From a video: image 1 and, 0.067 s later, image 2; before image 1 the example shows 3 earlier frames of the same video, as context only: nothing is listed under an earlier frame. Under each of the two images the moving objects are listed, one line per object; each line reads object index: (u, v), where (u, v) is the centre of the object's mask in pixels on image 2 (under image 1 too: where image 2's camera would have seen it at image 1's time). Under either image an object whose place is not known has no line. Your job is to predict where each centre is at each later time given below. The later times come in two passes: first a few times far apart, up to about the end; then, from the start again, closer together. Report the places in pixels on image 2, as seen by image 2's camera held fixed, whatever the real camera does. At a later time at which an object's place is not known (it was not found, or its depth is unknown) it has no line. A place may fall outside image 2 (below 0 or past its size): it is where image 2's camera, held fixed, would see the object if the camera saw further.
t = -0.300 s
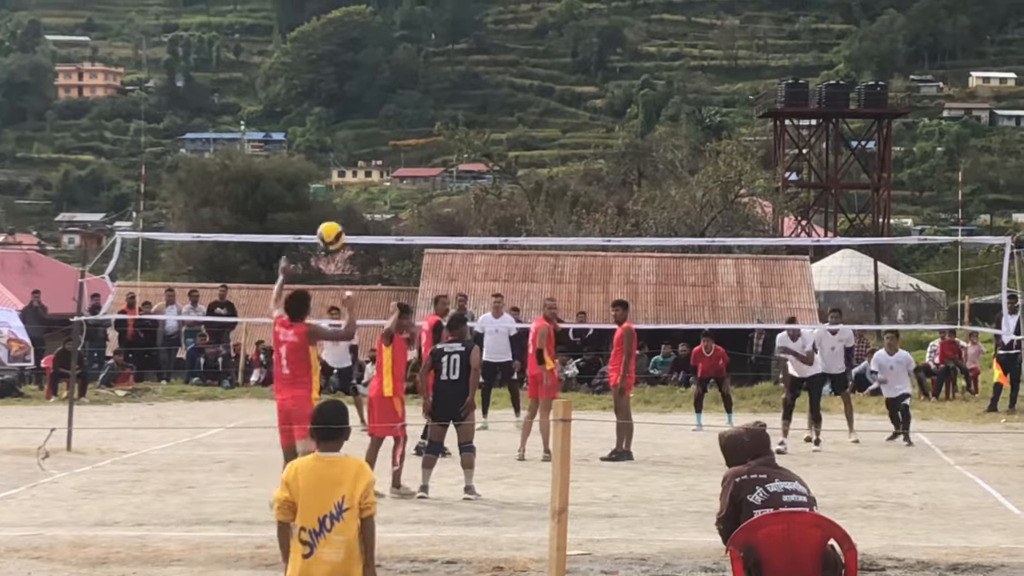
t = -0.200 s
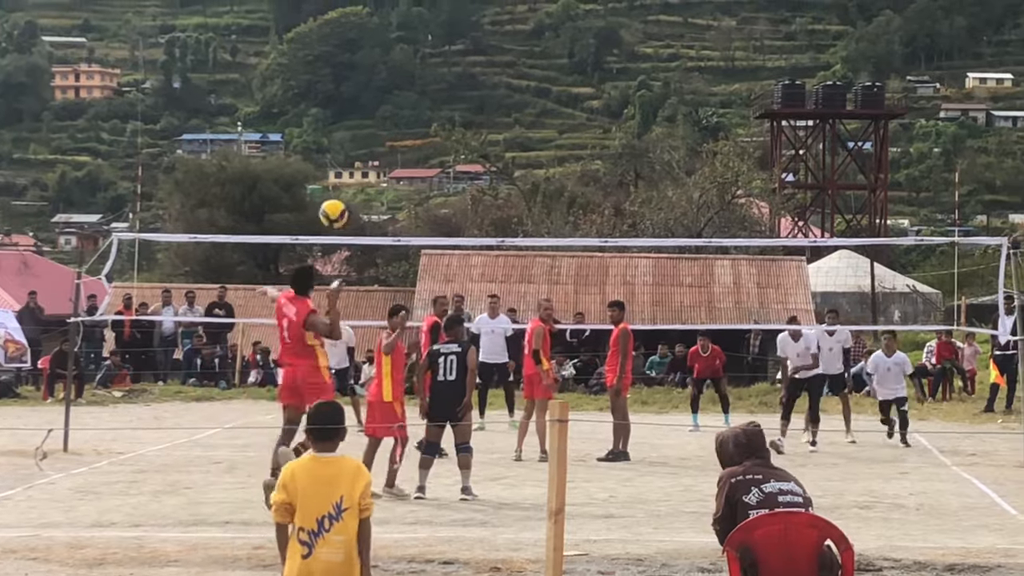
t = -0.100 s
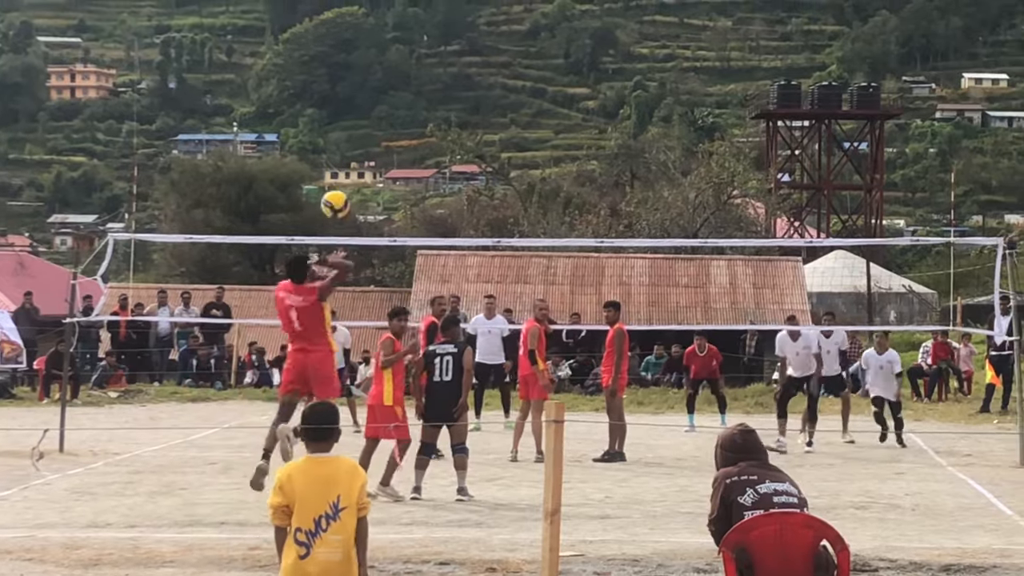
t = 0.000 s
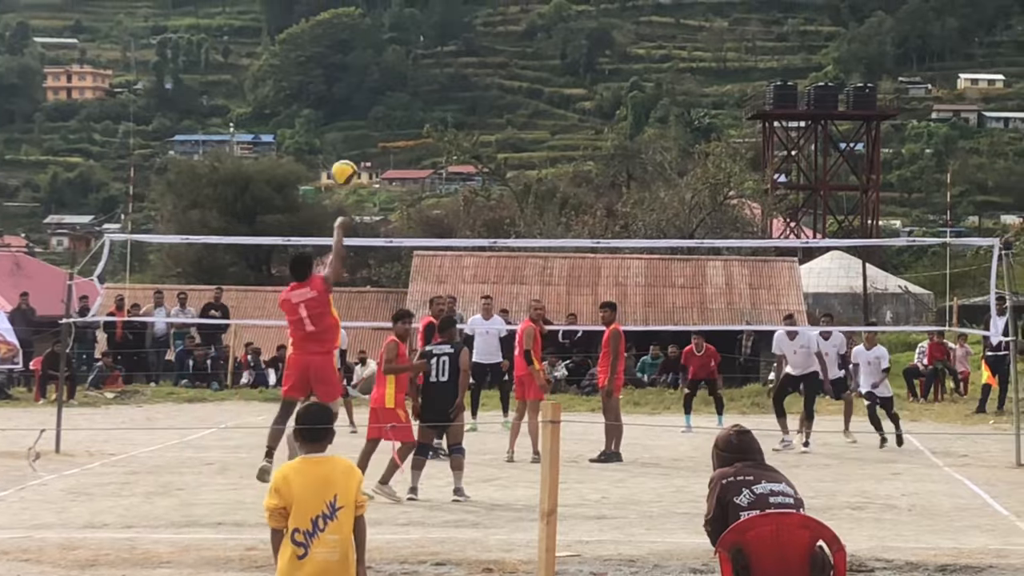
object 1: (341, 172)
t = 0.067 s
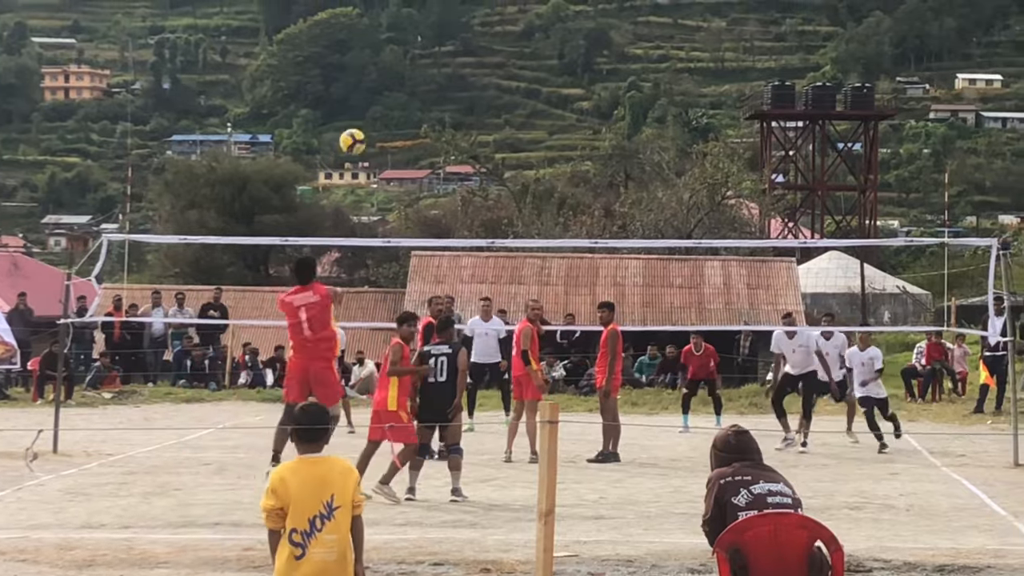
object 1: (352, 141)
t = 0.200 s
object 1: (370, 100)
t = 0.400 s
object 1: (389, 81)
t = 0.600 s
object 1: (404, 98)
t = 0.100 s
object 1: (358, 128)
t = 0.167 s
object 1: (366, 108)
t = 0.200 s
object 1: (370, 100)
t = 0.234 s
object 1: (373, 94)
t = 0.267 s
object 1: (377, 89)
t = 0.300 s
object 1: (380, 85)
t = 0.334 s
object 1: (384, 83)
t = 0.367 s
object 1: (387, 82)
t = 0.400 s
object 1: (389, 81)
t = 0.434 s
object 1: (392, 82)
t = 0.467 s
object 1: (394, 83)
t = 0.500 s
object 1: (397, 85)
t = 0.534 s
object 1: (399, 89)
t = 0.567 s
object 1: (402, 93)
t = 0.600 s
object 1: (404, 98)
